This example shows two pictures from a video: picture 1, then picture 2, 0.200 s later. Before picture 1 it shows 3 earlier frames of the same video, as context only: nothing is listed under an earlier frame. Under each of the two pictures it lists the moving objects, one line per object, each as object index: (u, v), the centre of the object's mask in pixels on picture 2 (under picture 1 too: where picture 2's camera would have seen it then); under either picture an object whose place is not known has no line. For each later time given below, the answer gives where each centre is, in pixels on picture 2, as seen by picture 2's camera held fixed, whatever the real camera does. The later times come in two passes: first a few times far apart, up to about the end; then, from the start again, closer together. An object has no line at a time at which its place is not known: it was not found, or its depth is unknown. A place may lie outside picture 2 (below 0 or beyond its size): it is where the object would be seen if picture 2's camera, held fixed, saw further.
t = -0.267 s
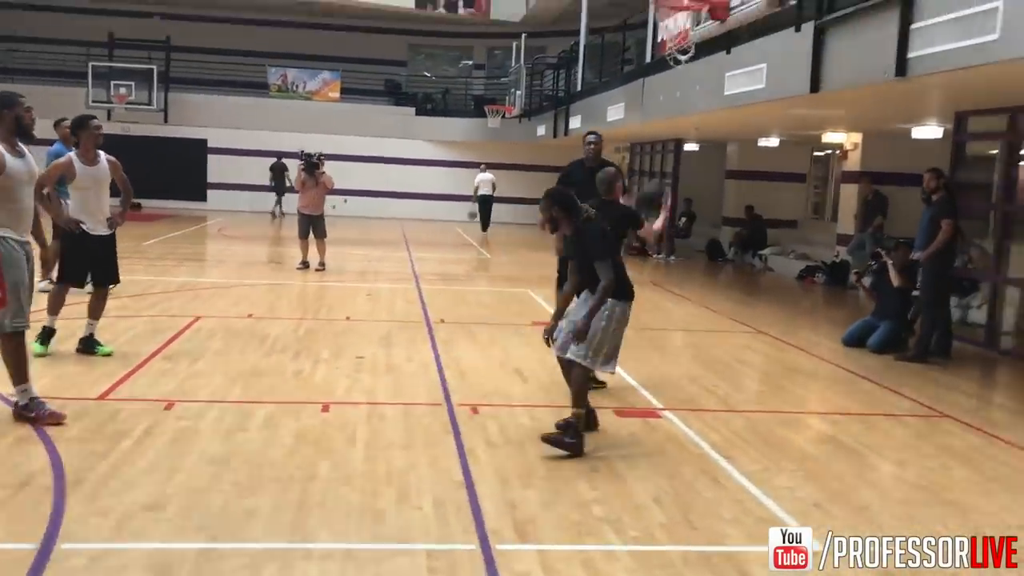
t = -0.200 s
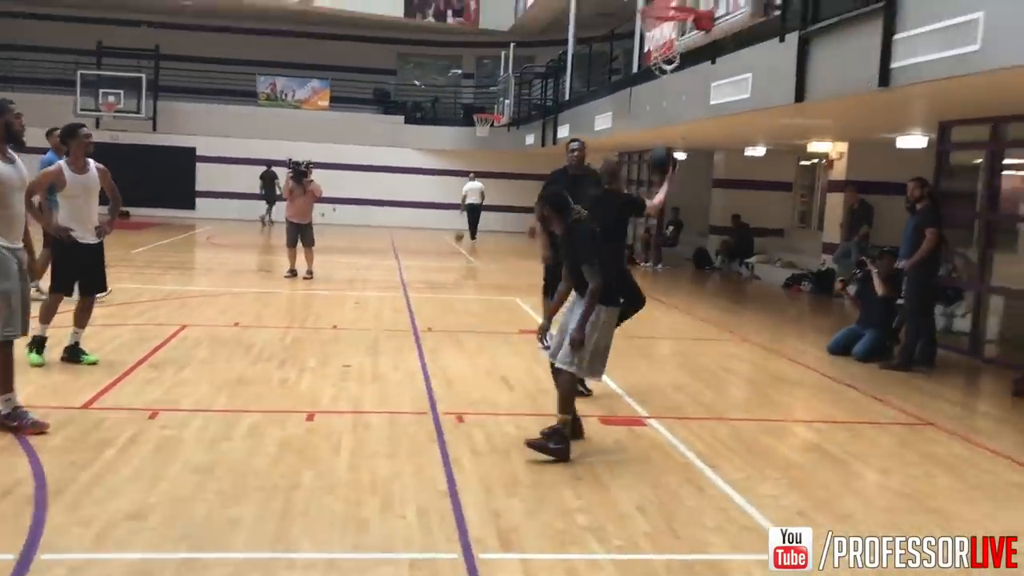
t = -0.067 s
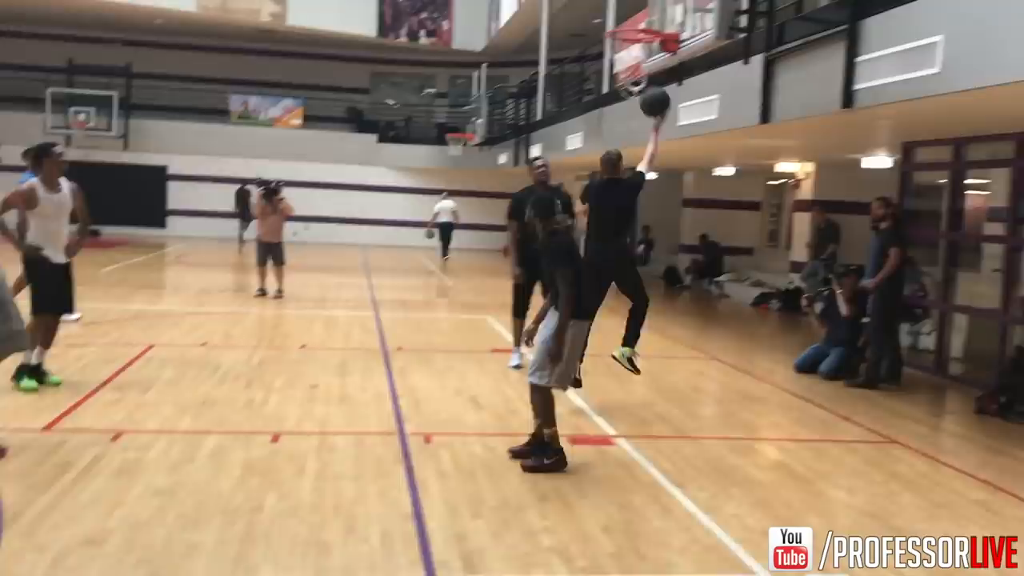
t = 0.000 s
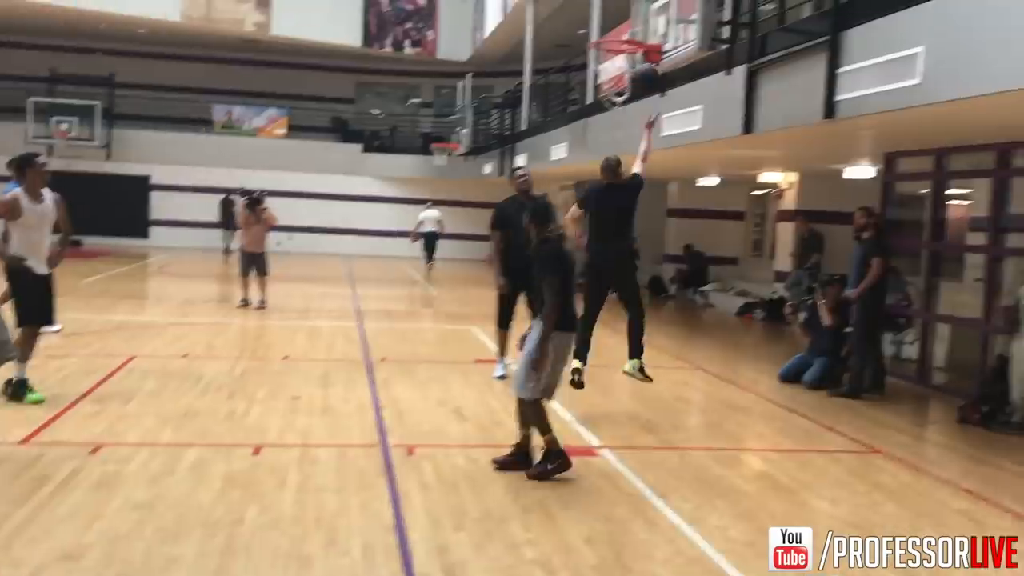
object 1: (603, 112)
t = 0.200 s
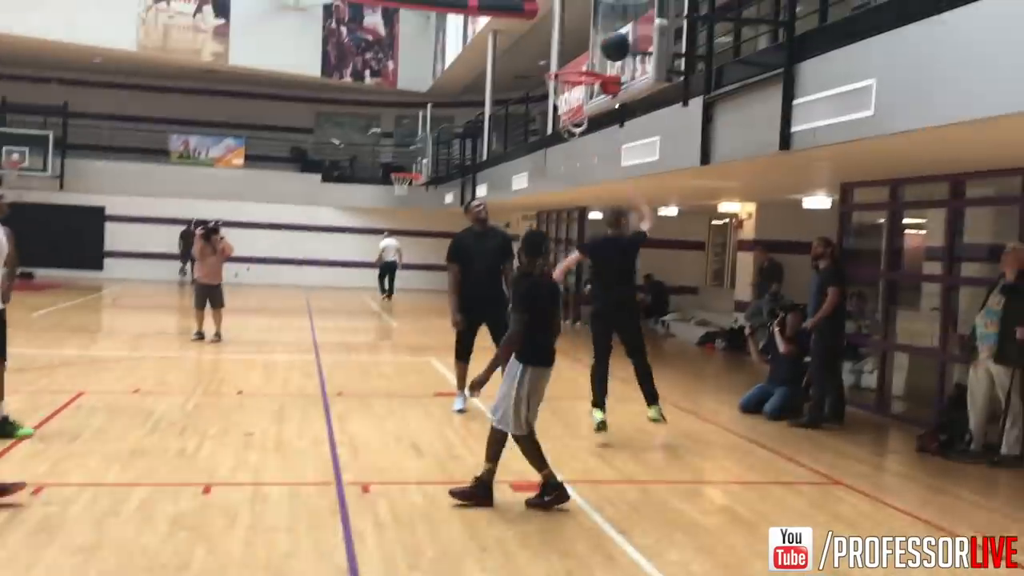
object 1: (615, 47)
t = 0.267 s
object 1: (607, 39)
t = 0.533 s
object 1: (574, 54)
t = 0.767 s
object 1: (551, 114)
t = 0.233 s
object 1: (611, 42)
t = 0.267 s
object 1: (607, 39)
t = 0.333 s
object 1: (600, 35)
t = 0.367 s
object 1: (595, 35)
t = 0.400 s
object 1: (592, 37)
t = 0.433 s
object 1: (587, 39)
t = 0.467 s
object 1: (583, 43)
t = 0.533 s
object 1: (574, 54)
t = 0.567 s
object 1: (571, 59)
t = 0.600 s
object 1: (567, 69)
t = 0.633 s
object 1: (562, 83)
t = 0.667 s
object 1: (558, 92)
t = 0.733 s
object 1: (551, 111)
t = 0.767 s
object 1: (551, 114)
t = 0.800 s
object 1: (554, 118)
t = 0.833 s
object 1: (555, 121)
